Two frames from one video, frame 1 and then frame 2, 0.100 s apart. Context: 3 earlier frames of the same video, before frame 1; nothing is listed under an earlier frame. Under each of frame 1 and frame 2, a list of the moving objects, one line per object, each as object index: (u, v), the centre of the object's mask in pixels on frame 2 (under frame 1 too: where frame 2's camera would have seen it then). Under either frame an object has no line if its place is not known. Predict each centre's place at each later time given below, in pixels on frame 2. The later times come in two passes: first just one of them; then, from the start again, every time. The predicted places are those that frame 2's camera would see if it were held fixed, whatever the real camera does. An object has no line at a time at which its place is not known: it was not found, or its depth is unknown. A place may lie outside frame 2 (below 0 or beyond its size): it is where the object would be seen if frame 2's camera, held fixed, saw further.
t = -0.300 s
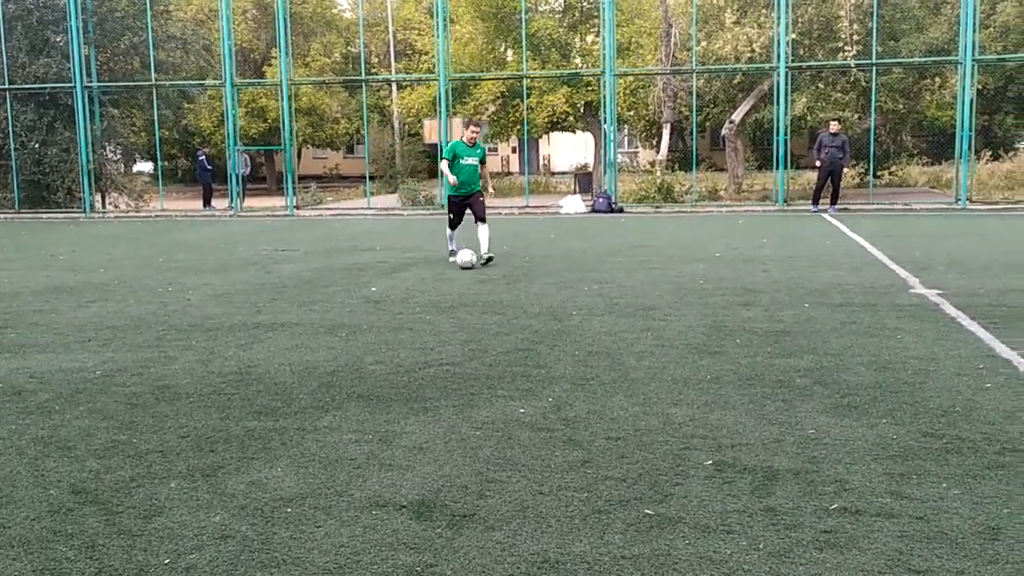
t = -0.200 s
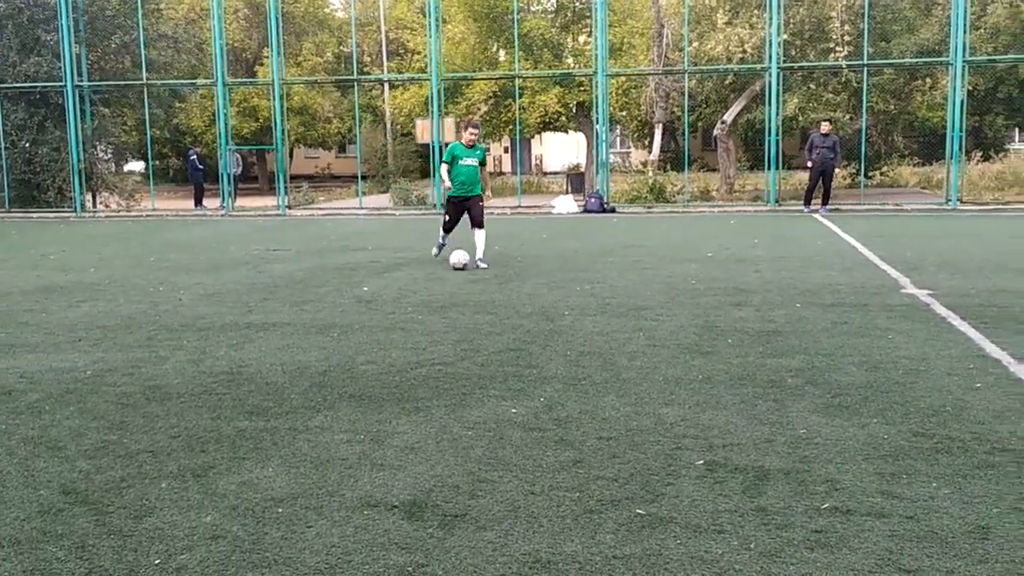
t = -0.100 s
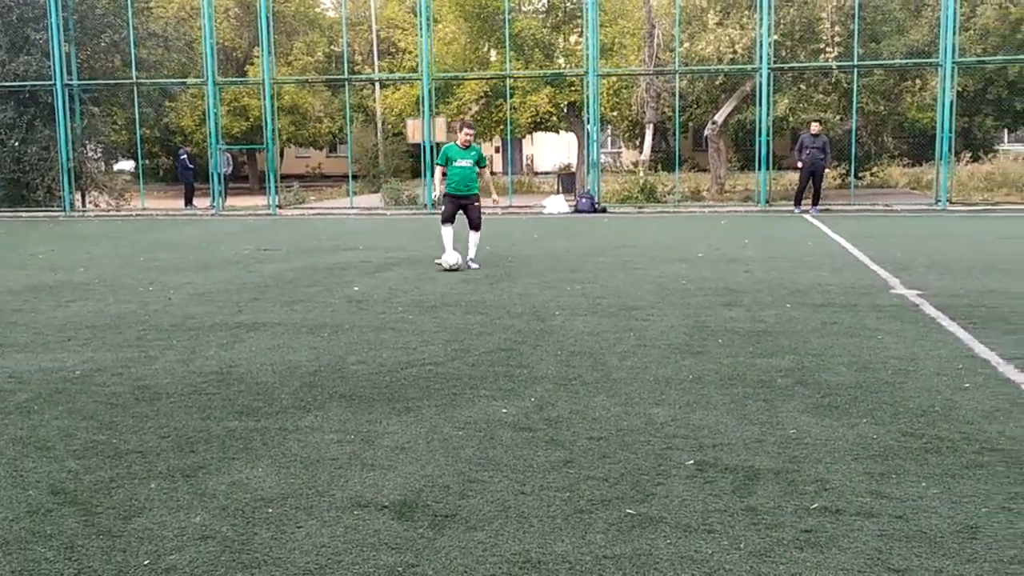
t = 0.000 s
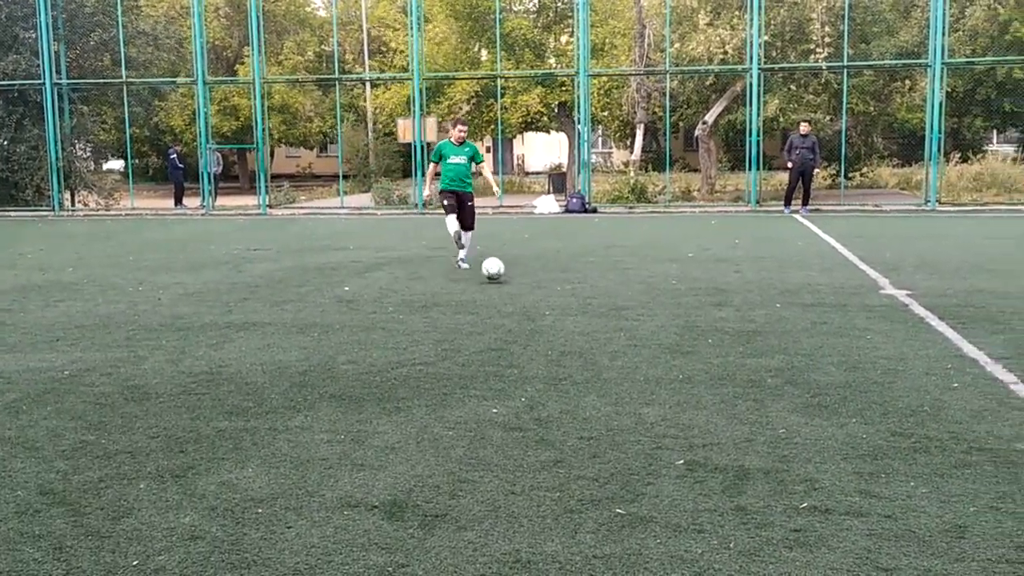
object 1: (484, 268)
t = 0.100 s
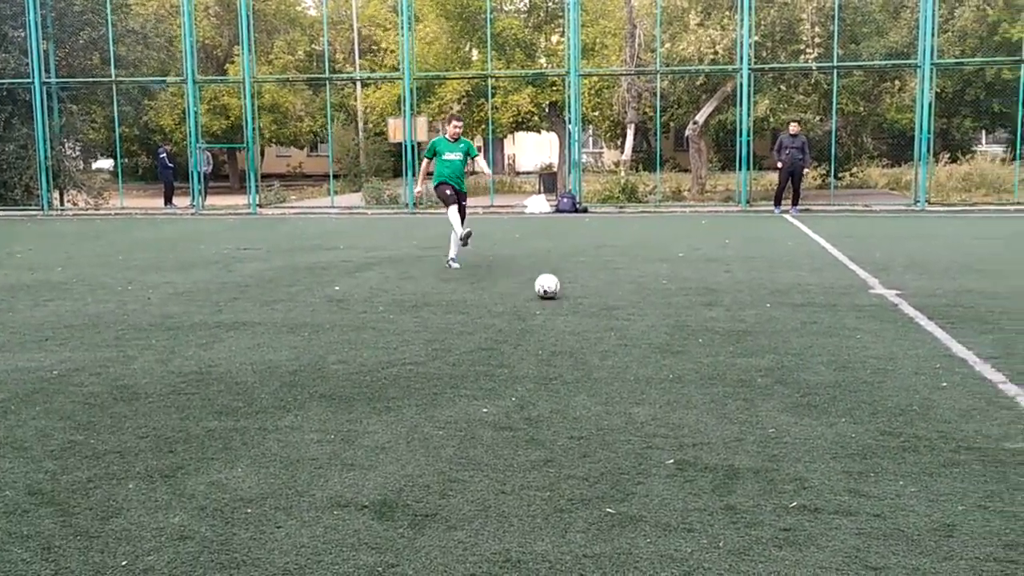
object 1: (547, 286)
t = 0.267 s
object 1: (678, 315)
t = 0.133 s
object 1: (569, 288)
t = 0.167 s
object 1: (594, 293)
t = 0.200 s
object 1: (620, 299)
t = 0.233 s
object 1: (648, 306)
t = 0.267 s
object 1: (678, 315)
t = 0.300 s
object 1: (707, 319)
